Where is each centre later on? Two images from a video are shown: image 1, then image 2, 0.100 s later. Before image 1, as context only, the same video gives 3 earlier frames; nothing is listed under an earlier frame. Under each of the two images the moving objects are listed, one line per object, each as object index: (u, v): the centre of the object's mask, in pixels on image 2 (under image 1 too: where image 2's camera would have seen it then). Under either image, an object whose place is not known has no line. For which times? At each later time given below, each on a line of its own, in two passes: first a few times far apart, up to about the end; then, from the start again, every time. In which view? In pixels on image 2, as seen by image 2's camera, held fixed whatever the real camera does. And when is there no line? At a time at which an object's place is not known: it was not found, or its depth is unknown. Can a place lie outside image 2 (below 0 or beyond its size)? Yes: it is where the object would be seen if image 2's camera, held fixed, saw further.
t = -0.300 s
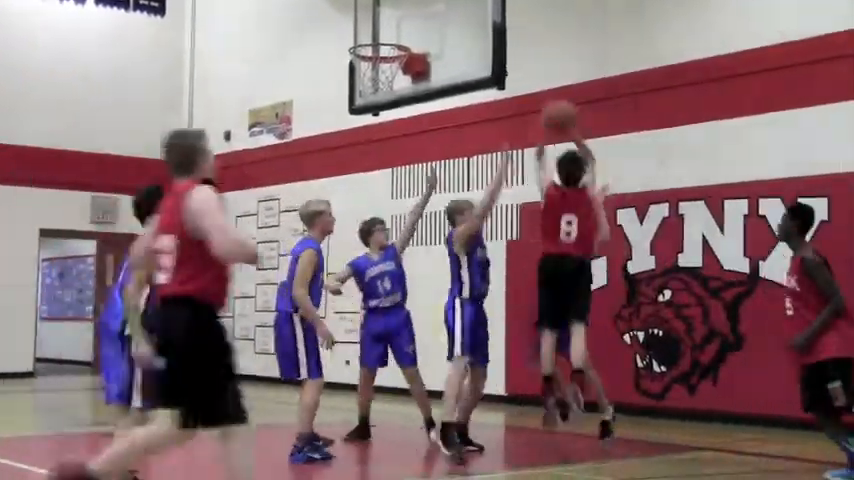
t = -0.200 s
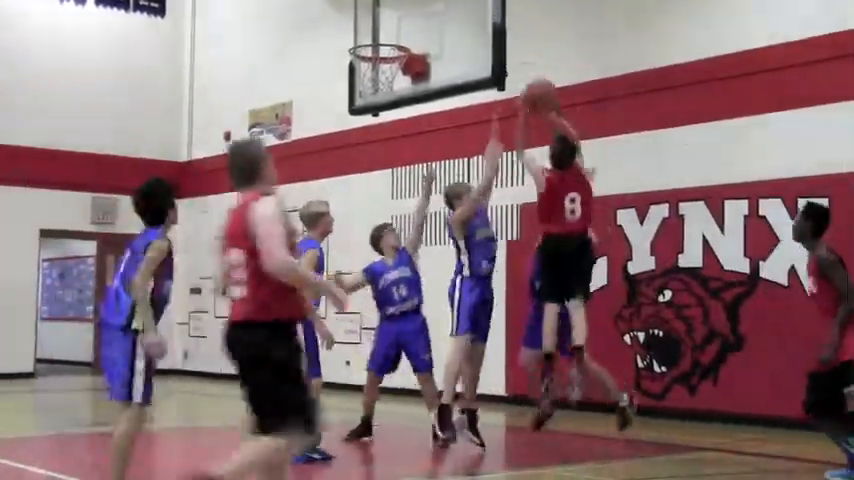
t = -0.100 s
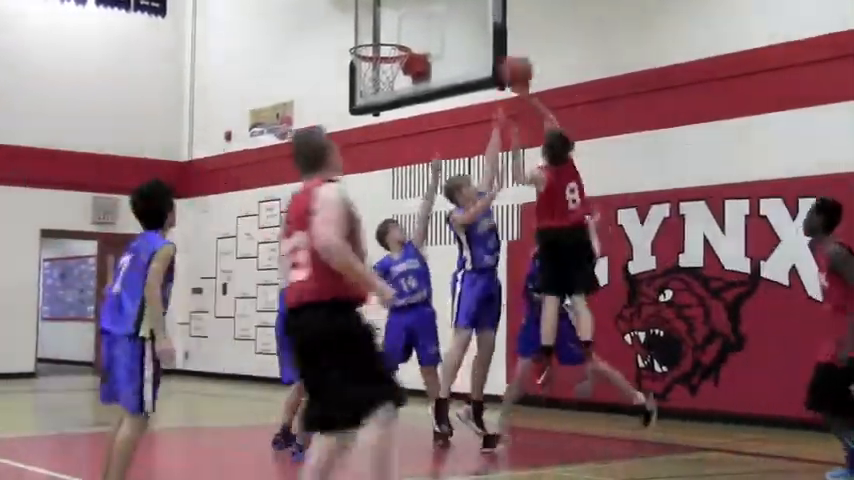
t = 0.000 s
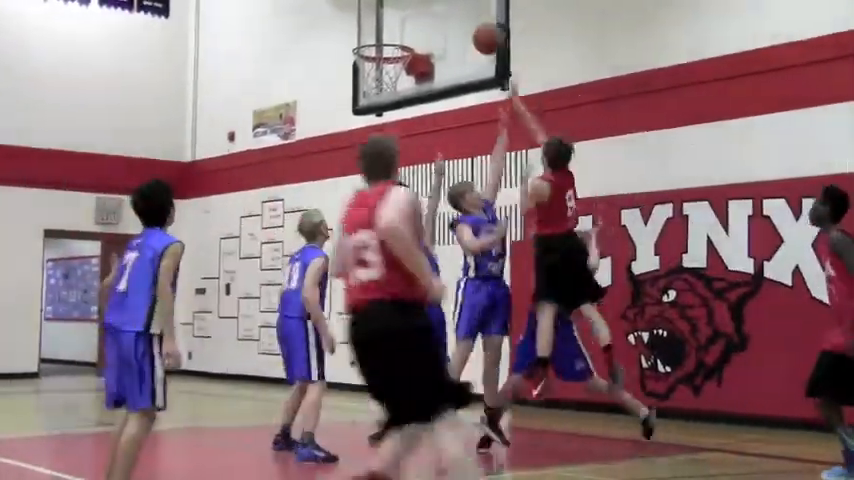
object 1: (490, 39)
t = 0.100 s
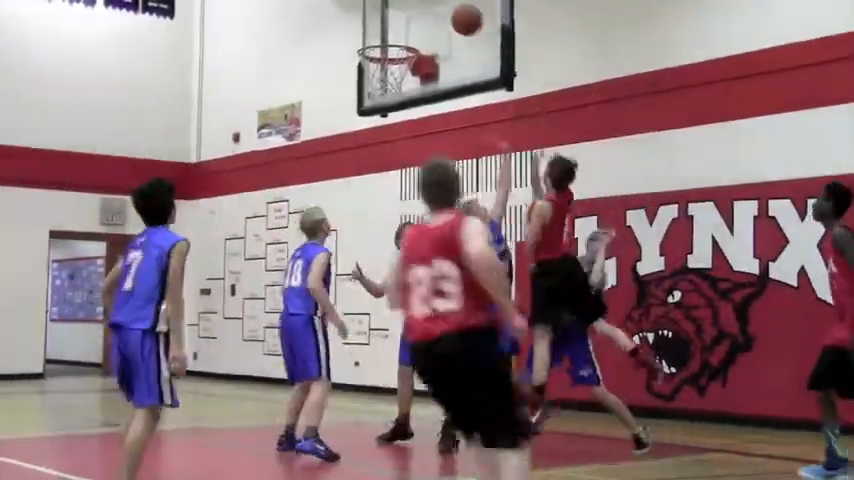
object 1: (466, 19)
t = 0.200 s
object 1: (441, 15)
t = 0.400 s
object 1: (394, 42)
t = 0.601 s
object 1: (356, 21)
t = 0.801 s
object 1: (319, 44)
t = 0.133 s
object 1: (458, 16)
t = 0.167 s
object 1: (450, 15)
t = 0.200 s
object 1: (441, 15)
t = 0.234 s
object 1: (433, 16)
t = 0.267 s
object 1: (424, 20)
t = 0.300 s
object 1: (417, 23)
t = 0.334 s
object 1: (408, 29)
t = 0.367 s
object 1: (401, 35)
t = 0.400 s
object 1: (394, 42)
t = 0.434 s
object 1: (387, 38)
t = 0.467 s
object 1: (381, 32)
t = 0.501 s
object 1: (375, 28)
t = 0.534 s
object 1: (370, 24)
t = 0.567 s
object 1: (363, 22)
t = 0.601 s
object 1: (356, 21)
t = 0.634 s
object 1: (351, 21)
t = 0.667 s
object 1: (344, 23)
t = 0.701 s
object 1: (337, 27)
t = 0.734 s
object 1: (331, 31)
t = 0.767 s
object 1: (325, 37)
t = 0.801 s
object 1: (319, 44)
